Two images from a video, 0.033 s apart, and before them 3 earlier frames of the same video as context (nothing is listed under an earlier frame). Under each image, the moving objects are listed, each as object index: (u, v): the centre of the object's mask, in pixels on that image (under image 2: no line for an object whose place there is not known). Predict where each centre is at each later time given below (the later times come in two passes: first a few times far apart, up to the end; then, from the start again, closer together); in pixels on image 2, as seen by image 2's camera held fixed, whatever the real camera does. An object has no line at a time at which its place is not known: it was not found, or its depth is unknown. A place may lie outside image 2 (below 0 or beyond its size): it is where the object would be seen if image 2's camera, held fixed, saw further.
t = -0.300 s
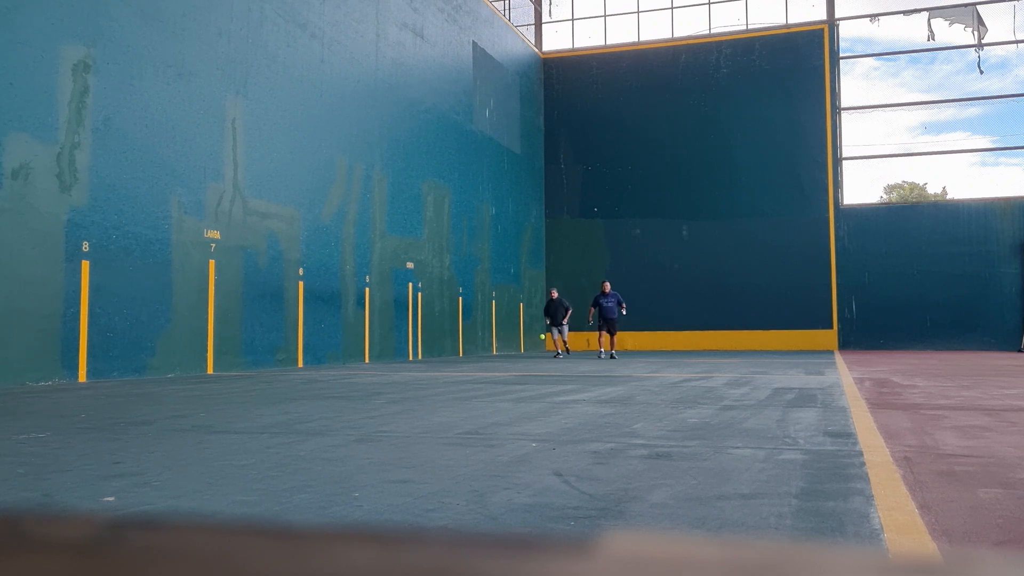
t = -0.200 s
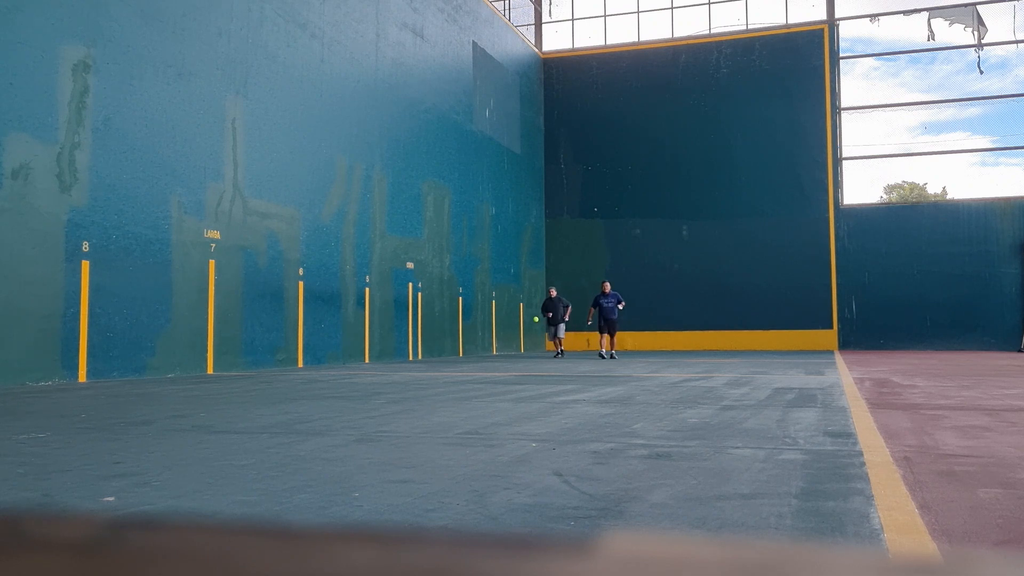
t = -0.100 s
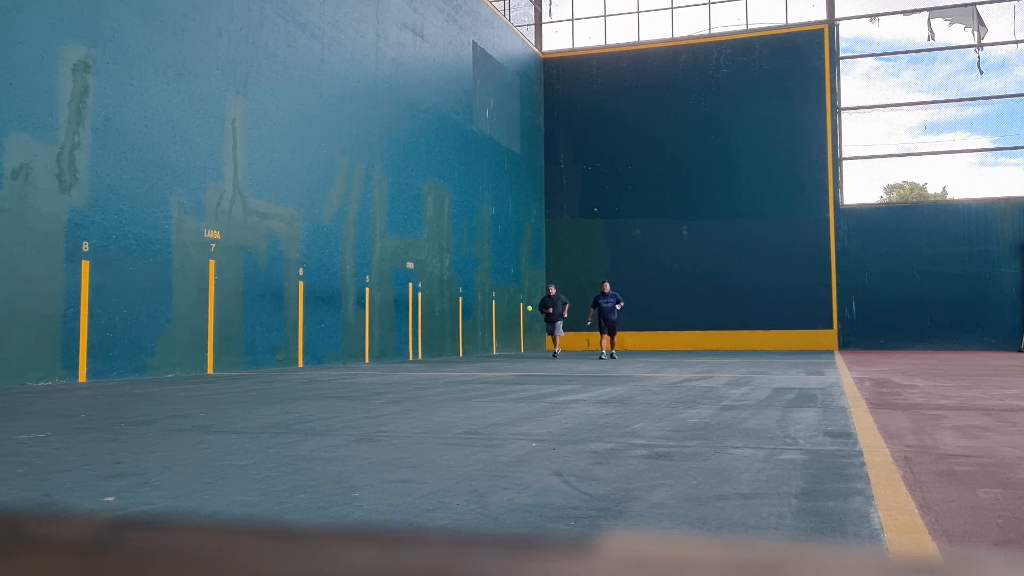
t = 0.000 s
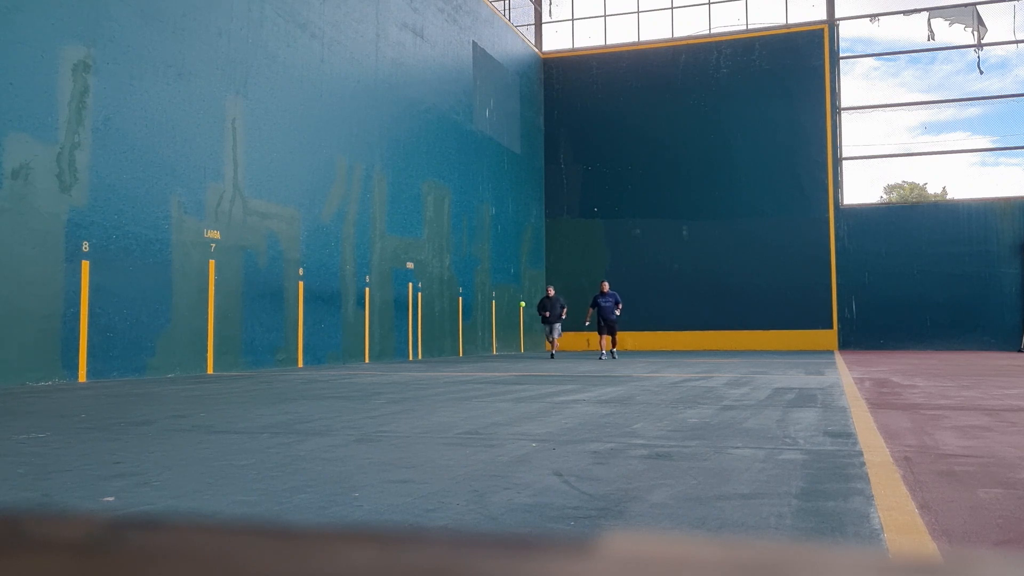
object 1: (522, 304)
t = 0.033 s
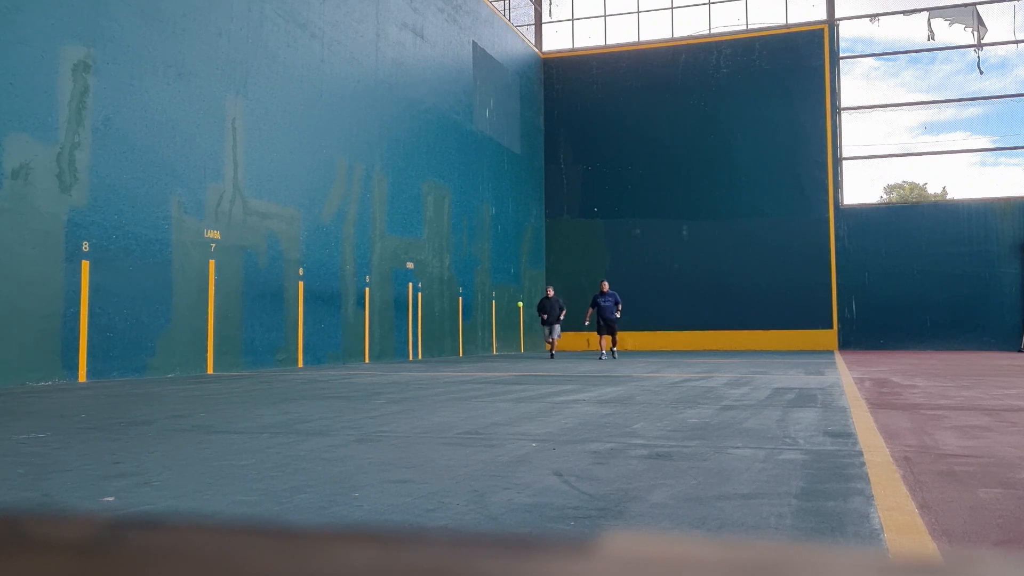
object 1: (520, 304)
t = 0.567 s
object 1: (477, 345)
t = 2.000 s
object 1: (274, 381)
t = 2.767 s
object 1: (9, 429)
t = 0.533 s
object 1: (479, 351)
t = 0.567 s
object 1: (477, 345)
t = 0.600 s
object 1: (474, 339)
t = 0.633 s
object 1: (471, 334)
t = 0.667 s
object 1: (468, 330)
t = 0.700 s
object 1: (465, 327)
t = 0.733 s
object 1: (461, 325)
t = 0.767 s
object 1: (458, 324)
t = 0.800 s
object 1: (455, 324)
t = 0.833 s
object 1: (452, 325)
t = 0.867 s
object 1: (448, 327)
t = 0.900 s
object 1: (445, 331)
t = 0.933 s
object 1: (441, 335)
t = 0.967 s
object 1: (437, 341)
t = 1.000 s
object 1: (434, 348)
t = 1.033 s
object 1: (430, 356)
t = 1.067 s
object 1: (426, 366)
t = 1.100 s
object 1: (422, 377)
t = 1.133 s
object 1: (417, 390)
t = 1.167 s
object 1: (414, 381)
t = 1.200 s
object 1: (409, 373)
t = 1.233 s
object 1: (405, 366)
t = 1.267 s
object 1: (401, 360)
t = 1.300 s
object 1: (397, 356)
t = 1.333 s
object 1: (392, 352)
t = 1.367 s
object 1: (388, 350)
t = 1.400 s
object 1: (383, 349)
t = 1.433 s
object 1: (378, 349)
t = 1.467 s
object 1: (373, 351)
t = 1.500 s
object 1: (368, 354)
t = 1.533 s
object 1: (363, 359)
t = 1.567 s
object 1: (358, 365)
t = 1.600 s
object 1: (352, 373)
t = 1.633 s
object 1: (346, 382)
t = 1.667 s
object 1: (340, 394)
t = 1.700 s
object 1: (334, 404)
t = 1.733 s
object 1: (328, 395)
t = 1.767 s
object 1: (322, 388)
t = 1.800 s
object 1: (316, 382)
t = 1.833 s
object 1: (310, 378)
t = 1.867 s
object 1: (303, 375)
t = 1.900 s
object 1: (296, 374)
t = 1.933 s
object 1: (289, 374)
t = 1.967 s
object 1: (282, 377)
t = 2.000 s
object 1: (274, 381)
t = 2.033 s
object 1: (266, 386)
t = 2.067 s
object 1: (258, 394)
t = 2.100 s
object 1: (249, 404)
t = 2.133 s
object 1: (241, 417)
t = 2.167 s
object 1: (232, 415)
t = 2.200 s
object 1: (223, 408)
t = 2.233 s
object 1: (214, 402)
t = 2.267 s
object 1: (205, 399)
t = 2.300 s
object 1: (195, 396)
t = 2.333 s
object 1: (185, 396)
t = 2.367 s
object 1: (174, 398)
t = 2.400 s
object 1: (163, 403)
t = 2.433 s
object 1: (151, 409)
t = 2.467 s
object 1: (139, 419)
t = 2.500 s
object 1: (127, 430)
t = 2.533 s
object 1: (113, 442)
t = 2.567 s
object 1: (101, 433)
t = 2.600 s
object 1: (87, 426)
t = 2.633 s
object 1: (73, 422)
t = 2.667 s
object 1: (58, 419)
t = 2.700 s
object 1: (42, 420)
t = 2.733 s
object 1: (26, 423)
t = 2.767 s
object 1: (9, 429)
